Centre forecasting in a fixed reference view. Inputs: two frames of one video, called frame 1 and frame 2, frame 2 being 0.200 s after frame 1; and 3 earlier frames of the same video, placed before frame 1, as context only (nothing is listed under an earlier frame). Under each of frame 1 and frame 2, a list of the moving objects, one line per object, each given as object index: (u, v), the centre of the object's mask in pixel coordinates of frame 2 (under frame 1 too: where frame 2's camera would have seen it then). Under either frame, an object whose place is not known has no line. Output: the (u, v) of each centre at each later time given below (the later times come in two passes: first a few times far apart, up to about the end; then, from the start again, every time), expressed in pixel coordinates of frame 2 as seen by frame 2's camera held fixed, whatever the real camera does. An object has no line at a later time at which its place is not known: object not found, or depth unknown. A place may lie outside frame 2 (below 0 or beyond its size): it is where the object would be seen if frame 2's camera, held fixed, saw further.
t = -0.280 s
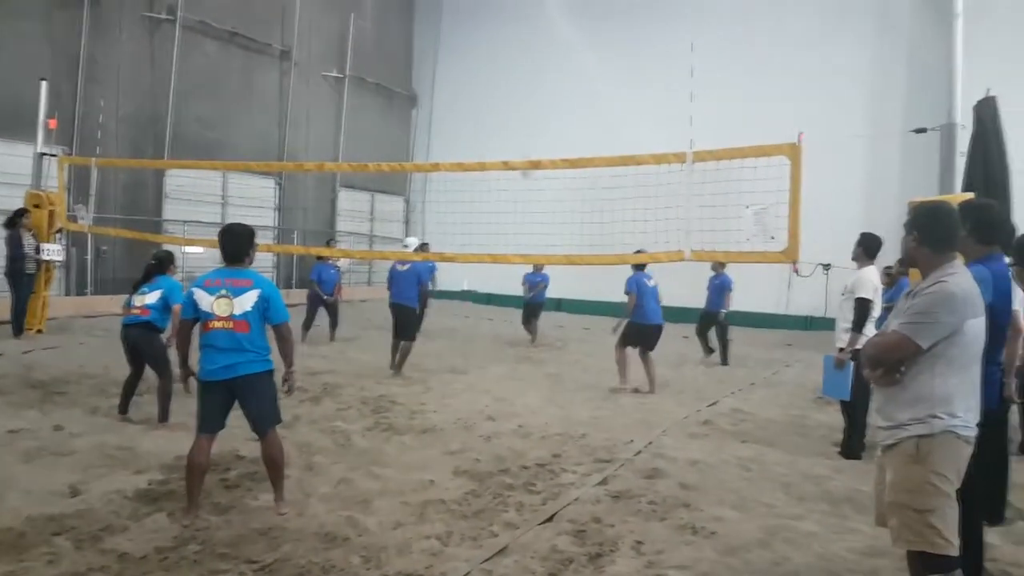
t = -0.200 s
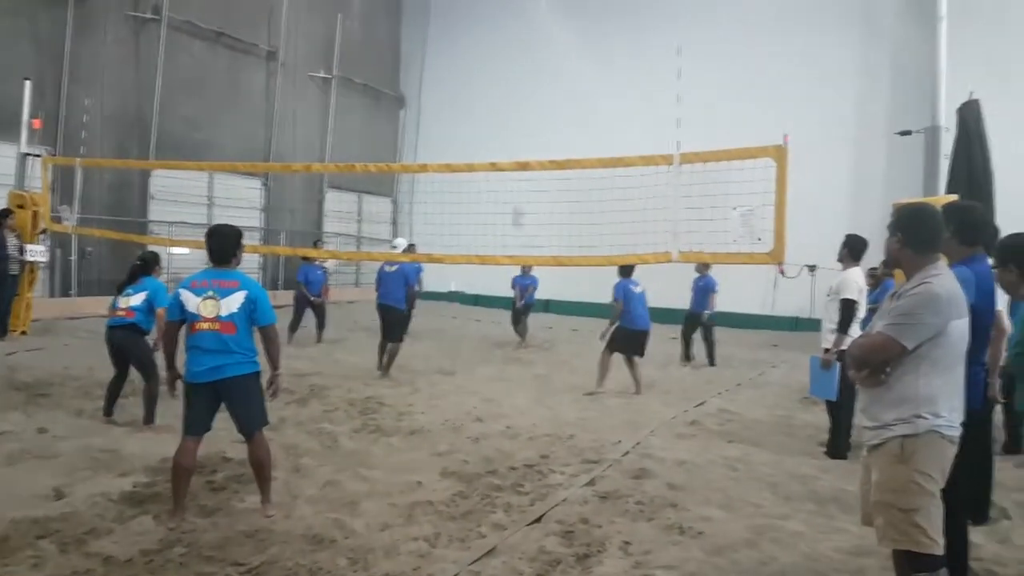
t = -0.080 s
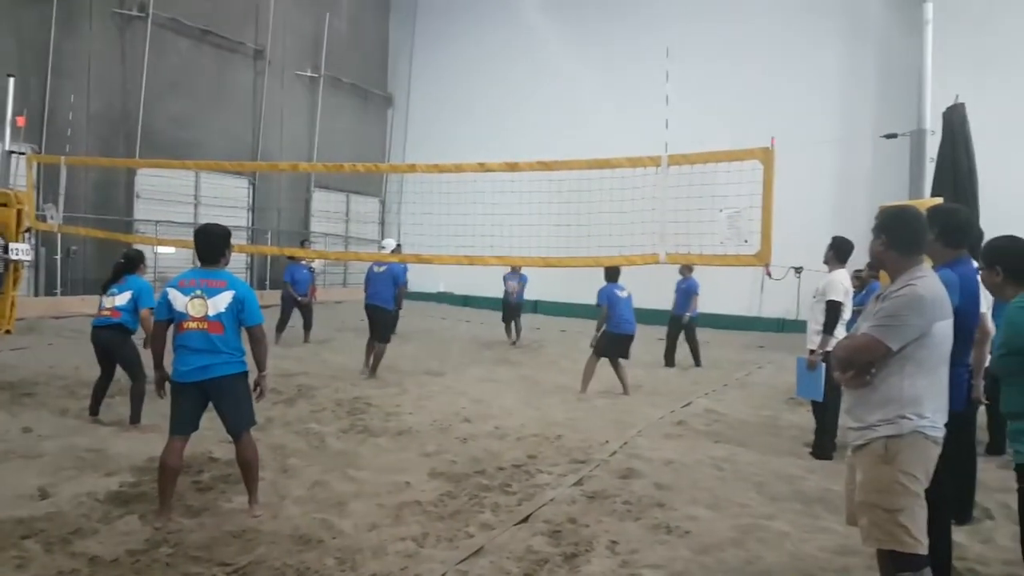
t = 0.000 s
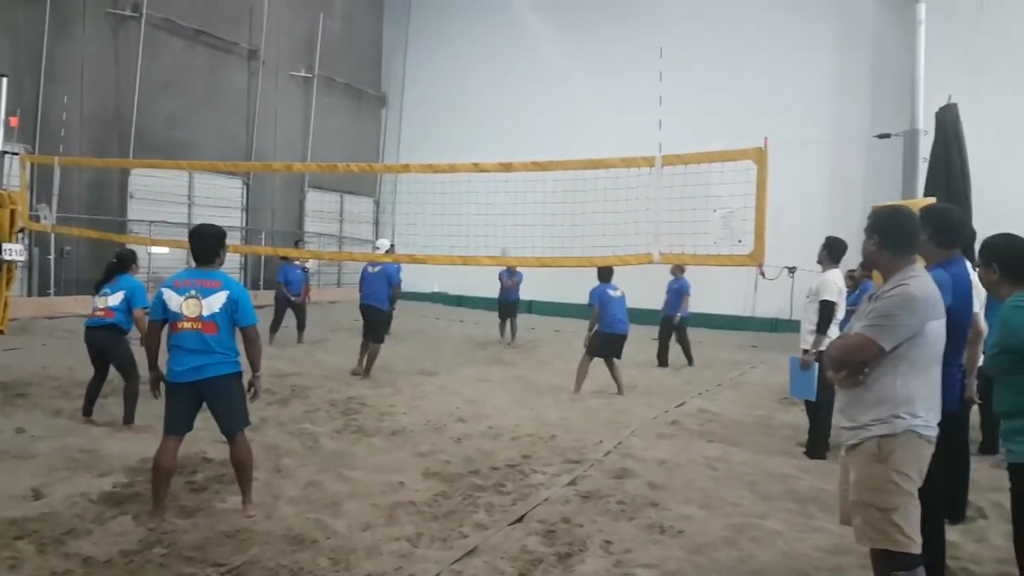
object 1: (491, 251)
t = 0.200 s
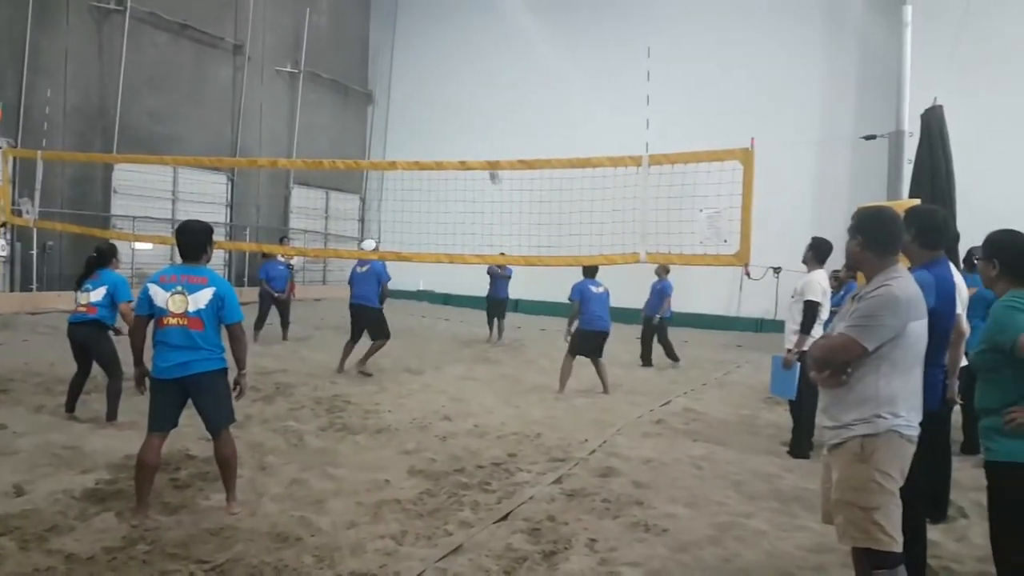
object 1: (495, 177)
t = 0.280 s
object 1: (493, 148)
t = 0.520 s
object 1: (491, 84)
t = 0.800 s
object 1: (480, 58)
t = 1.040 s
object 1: (470, 99)
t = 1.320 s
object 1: (454, 246)
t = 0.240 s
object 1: (492, 157)
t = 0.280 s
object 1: (493, 148)
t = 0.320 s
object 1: (493, 135)
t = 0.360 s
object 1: (492, 122)
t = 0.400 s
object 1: (492, 111)
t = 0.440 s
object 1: (491, 101)
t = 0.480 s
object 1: (491, 92)
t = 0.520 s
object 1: (491, 84)
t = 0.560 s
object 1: (490, 76)
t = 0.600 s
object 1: (489, 70)
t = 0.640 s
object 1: (488, 64)
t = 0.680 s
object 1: (486, 61)
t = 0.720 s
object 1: (484, 59)
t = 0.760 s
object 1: (482, 57)
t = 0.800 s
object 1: (480, 58)
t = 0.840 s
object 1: (479, 60)
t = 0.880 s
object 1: (477, 64)
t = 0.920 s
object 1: (474, 71)
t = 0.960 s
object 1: (473, 77)
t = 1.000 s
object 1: (471, 86)
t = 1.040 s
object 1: (470, 99)
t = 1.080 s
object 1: (468, 112)
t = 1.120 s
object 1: (465, 129)
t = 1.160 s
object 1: (464, 146)
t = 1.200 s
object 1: (462, 169)
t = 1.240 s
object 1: (458, 192)
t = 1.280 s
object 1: (455, 218)
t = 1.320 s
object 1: (454, 246)
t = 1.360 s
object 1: (449, 278)
